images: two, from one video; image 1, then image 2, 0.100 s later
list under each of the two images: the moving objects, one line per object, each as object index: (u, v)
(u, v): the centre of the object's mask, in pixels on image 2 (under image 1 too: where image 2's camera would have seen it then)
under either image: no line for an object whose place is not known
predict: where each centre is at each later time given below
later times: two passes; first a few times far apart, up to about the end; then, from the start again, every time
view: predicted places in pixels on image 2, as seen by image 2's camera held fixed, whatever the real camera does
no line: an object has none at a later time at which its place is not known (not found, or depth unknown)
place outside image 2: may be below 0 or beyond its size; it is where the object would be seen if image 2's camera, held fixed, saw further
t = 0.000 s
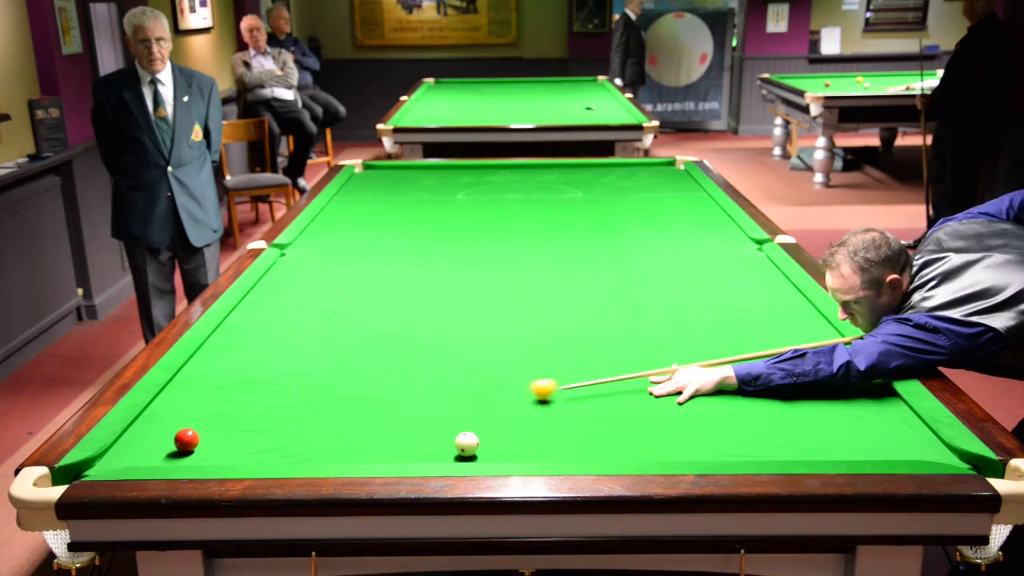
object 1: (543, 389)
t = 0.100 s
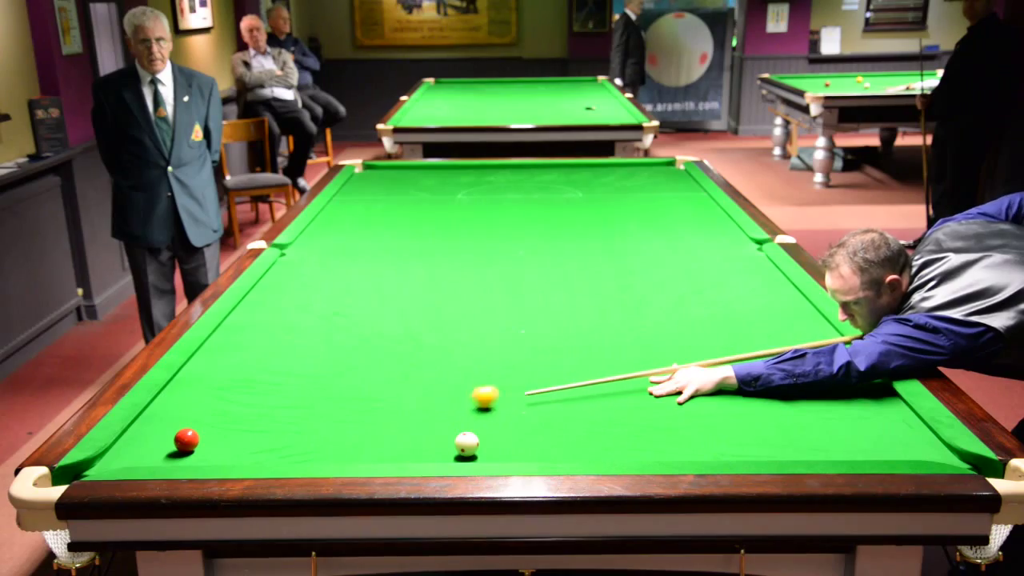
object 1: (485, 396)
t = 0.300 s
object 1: (386, 408)
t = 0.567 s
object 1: (258, 425)
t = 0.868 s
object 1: (167, 424)
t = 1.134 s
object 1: (169, 418)
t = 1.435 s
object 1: (211, 414)
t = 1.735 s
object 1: (248, 410)
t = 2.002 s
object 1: (277, 407)
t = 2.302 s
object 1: (307, 404)
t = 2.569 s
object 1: (330, 402)
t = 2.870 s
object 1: (353, 399)
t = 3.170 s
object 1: (372, 398)
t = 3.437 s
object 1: (387, 397)
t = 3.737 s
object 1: (401, 396)
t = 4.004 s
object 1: (410, 395)
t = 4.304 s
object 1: (418, 395)
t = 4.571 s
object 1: (421, 395)
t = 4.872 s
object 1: (424, 394)
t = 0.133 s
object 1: (467, 398)
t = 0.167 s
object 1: (450, 400)
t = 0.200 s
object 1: (433, 402)
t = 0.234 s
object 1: (418, 404)
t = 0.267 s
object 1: (402, 407)
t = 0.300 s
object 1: (386, 408)
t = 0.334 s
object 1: (371, 411)
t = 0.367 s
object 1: (355, 412)
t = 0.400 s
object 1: (339, 415)
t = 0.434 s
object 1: (323, 416)
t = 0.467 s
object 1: (307, 418)
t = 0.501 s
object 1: (290, 421)
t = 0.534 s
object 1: (274, 423)
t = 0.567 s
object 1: (258, 425)
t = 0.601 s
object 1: (241, 427)
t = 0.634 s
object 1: (224, 429)
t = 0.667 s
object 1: (209, 431)
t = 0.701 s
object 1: (203, 430)
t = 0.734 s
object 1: (196, 428)
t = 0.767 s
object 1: (190, 427)
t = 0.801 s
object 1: (182, 426)
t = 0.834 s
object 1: (175, 425)
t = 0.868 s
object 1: (167, 424)
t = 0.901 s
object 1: (160, 423)
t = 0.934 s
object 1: (153, 422)
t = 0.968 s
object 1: (145, 421)
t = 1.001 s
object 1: (147, 420)
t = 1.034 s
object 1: (154, 420)
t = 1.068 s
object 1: (159, 419)
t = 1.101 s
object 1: (165, 419)
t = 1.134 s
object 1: (169, 418)
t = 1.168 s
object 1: (174, 417)
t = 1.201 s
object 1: (179, 417)
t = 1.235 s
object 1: (184, 417)
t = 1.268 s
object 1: (189, 416)
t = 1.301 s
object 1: (193, 416)
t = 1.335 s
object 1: (198, 415)
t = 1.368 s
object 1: (202, 415)
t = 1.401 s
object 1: (206, 414)
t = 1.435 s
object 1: (211, 414)
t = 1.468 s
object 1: (215, 413)
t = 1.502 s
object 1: (219, 413)
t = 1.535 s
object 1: (224, 413)
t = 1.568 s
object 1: (228, 412)
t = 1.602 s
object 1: (232, 412)
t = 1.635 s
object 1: (236, 411)
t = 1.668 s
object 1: (240, 411)
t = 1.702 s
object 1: (244, 410)
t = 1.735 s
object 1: (248, 410)
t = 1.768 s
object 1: (252, 410)
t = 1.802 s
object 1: (255, 409)
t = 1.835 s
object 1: (259, 409)
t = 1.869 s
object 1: (263, 409)
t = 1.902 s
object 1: (266, 408)
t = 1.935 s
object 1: (270, 408)
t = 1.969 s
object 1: (273, 408)
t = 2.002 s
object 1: (277, 407)
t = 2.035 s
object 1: (280, 407)
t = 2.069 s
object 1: (284, 406)
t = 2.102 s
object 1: (287, 406)
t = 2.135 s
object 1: (290, 406)
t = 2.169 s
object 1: (294, 406)
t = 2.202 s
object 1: (297, 405)
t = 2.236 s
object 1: (300, 405)
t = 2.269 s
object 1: (303, 404)
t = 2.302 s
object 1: (307, 404)
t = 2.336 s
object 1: (309, 404)
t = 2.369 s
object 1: (312, 403)
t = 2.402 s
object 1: (316, 403)
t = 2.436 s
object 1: (319, 403)
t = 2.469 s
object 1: (321, 403)
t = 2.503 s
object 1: (324, 402)
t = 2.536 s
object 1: (327, 402)
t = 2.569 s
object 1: (330, 402)
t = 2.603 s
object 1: (333, 401)
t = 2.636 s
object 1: (336, 401)
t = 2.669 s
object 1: (338, 401)
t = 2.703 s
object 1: (341, 400)
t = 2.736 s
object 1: (343, 401)
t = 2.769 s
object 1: (345, 400)
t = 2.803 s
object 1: (348, 400)
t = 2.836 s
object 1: (351, 400)
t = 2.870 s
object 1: (353, 399)
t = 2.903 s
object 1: (355, 399)
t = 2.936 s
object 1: (358, 399)
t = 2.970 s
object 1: (360, 399)
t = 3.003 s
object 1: (362, 399)
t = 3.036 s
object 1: (365, 398)
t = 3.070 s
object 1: (367, 398)
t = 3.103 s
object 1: (369, 398)
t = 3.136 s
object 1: (371, 398)
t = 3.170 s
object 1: (372, 398)
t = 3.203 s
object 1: (375, 398)
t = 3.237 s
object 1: (376, 398)
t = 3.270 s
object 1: (378, 398)
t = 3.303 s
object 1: (380, 398)
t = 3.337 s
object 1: (382, 398)
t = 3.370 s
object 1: (384, 397)
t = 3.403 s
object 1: (385, 397)
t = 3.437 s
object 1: (387, 397)
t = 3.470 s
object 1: (389, 397)
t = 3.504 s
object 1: (390, 397)
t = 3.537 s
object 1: (392, 397)
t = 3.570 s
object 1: (394, 397)
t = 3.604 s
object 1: (395, 396)
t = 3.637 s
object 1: (397, 396)
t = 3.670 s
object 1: (398, 396)
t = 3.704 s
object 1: (399, 396)
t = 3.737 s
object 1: (401, 396)
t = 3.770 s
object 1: (402, 396)
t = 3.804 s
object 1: (403, 396)
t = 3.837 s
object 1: (404, 396)
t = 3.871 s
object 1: (405, 396)
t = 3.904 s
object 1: (407, 396)
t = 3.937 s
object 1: (408, 396)
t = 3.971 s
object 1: (409, 396)
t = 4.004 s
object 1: (410, 395)
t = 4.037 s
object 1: (411, 395)
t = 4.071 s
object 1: (412, 395)
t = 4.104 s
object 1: (413, 396)
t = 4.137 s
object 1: (414, 395)
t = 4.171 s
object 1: (415, 395)
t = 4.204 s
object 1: (415, 395)
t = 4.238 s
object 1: (416, 395)
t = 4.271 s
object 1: (417, 395)
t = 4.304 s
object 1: (418, 395)
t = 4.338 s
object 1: (418, 395)
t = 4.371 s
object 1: (419, 395)
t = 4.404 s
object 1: (419, 395)
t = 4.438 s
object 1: (420, 395)
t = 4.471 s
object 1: (420, 395)
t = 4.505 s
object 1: (421, 395)
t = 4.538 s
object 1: (421, 395)
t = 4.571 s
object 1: (421, 395)
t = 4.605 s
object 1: (422, 395)
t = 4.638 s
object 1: (422, 395)
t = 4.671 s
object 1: (422, 395)
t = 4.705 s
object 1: (423, 395)
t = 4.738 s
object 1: (423, 394)
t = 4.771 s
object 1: (423, 395)
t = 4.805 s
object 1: (423, 395)
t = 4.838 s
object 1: (423, 395)
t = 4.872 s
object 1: (424, 394)
